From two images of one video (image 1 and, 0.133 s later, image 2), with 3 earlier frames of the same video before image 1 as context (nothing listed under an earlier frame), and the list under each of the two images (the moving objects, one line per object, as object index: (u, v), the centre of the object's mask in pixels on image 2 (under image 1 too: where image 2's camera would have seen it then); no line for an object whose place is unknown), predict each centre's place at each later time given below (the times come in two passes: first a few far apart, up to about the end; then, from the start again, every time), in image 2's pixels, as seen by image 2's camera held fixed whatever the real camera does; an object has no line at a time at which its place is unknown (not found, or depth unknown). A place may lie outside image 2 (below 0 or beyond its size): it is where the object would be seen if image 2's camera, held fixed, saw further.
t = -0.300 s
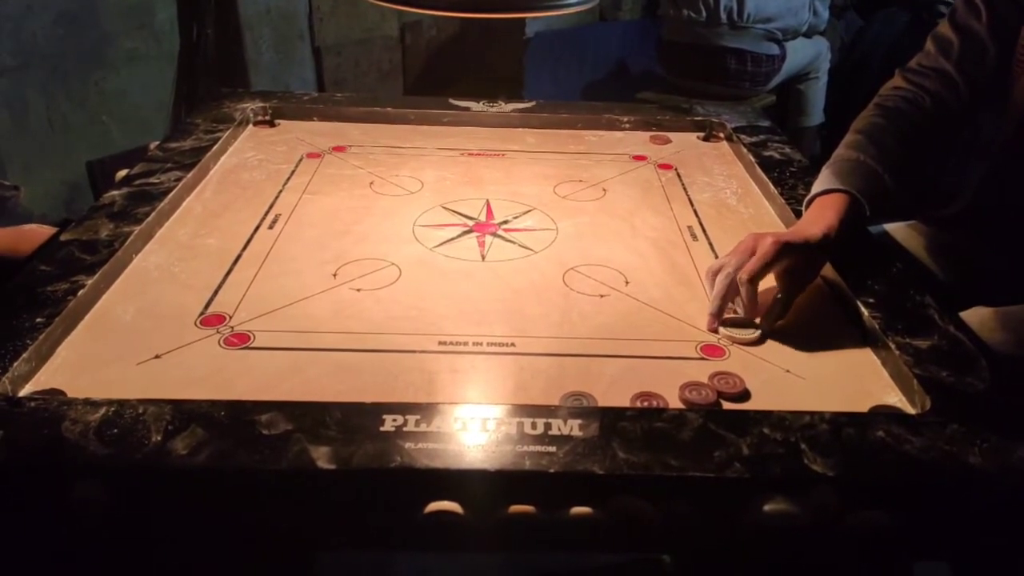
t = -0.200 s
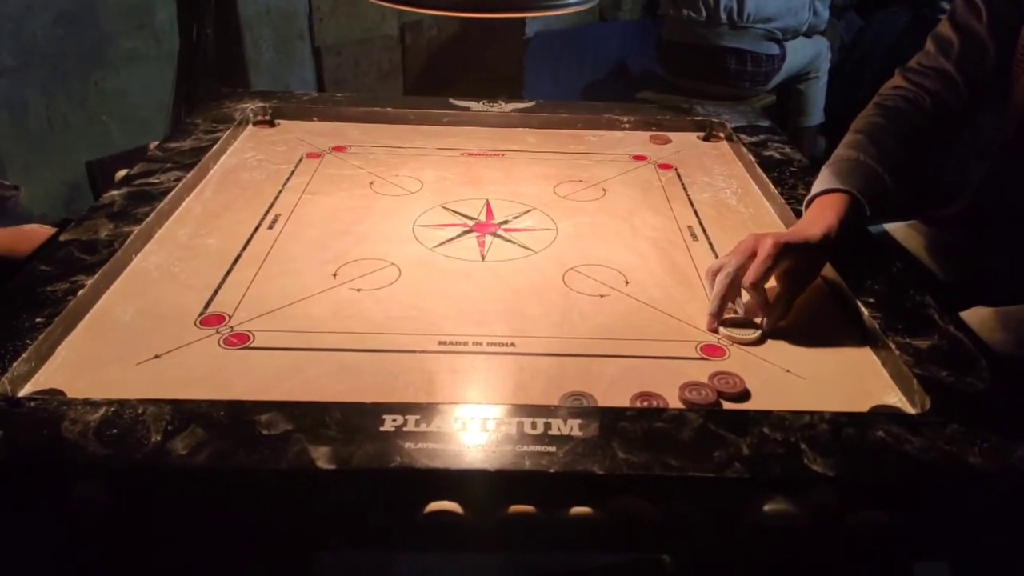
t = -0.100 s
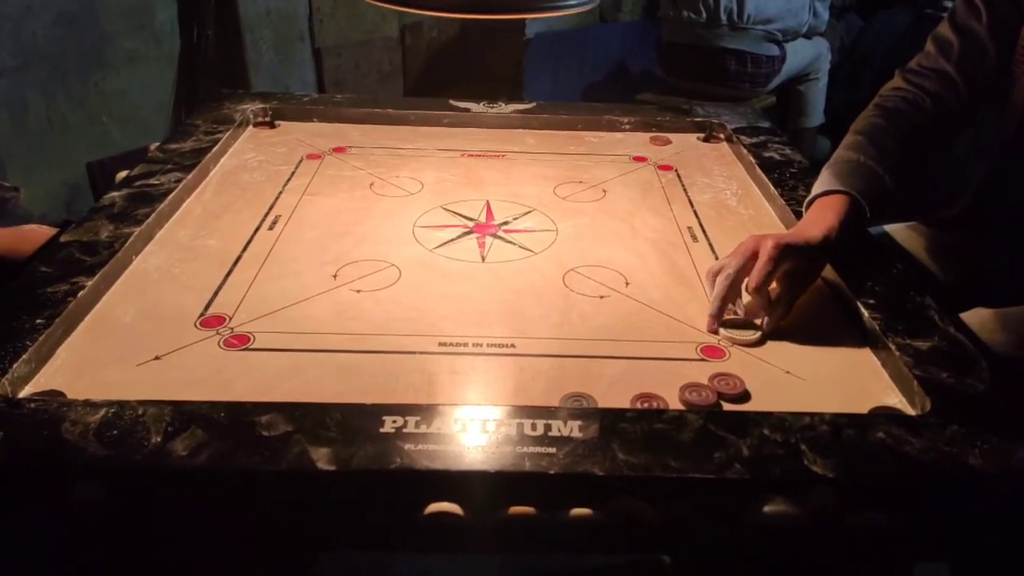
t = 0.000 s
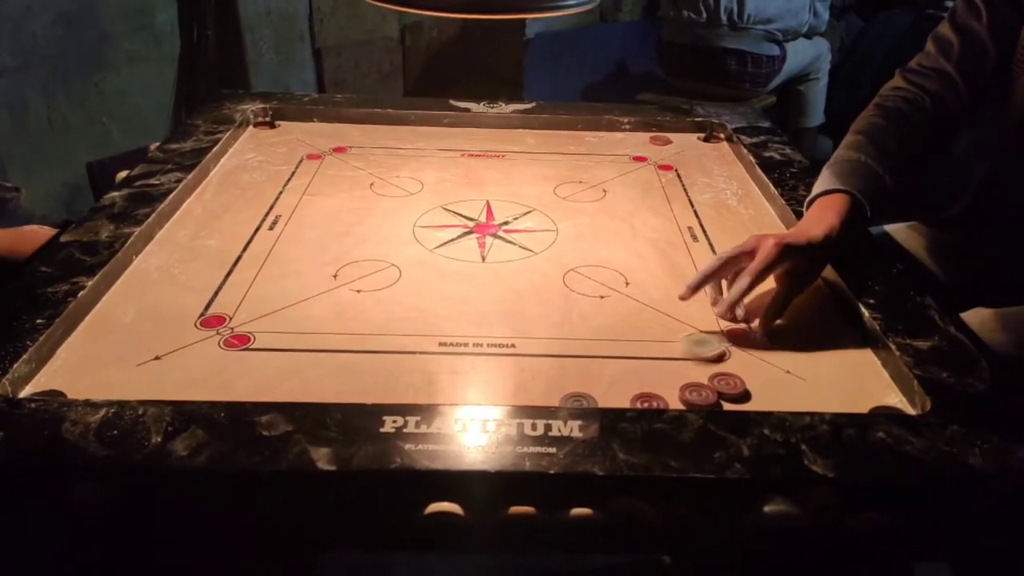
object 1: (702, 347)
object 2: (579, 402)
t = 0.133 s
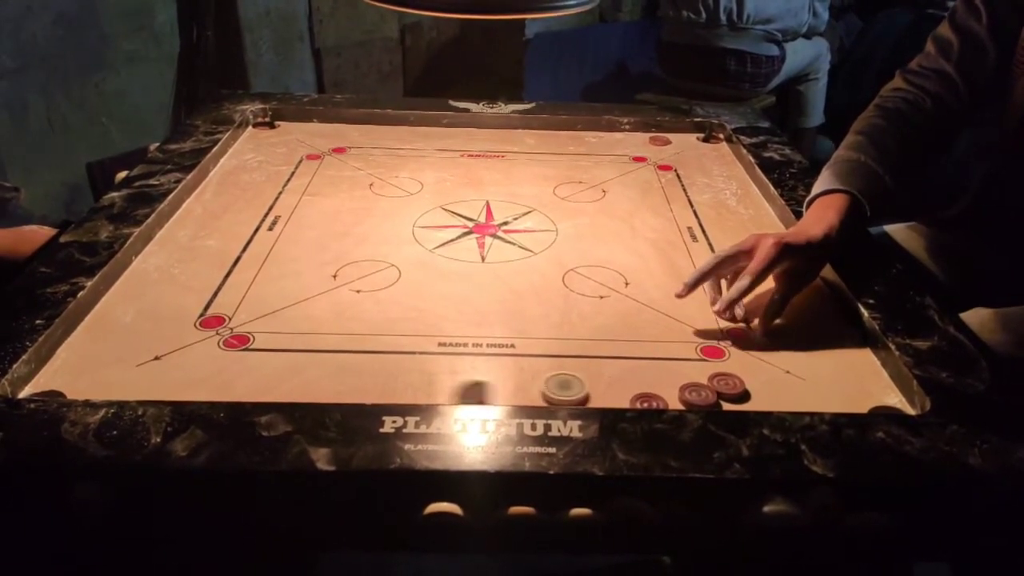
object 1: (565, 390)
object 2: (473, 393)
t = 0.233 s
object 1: (520, 389)
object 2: (290, 379)
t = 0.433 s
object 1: (479, 388)
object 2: (128, 347)
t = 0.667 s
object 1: (477, 388)
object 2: (309, 325)
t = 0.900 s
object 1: (478, 388)
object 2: (375, 317)
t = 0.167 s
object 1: (548, 389)
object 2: (412, 389)
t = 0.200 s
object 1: (533, 389)
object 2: (347, 385)
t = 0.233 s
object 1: (520, 389)
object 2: (290, 379)
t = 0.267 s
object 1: (509, 389)
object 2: (236, 372)
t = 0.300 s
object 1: (499, 389)
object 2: (184, 367)
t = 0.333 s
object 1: (492, 389)
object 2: (134, 361)
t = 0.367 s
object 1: (486, 388)
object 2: (89, 357)
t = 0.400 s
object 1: (482, 388)
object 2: (90, 352)
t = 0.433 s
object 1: (479, 388)
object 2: (128, 347)
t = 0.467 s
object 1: (478, 388)
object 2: (161, 343)
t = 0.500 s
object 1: (477, 388)
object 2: (192, 340)
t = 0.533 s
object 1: (477, 388)
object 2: (221, 336)
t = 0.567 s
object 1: (477, 388)
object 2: (247, 333)
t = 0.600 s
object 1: (477, 388)
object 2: (271, 329)
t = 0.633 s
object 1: (477, 388)
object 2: (291, 327)
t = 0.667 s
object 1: (477, 388)
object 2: (309, 325)
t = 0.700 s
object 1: (477, 388)
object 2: (324, 323)
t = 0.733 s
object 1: (477, 388)
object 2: (338, 321)
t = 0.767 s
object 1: (477, 388)
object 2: (349, 320)
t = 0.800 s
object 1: (477, 388)
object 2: (359, 319)
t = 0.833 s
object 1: (478, 389)
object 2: (366, 318)
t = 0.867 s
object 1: (478, 388)
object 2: (371, 318)
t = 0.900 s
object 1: (478, 388)
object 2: (375, 317)
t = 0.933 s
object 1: (478, 388)
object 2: (378, 317)
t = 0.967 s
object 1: (478, 388)
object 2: (379, 317)
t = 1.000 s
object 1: (478, 388)
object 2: (378, 316)
